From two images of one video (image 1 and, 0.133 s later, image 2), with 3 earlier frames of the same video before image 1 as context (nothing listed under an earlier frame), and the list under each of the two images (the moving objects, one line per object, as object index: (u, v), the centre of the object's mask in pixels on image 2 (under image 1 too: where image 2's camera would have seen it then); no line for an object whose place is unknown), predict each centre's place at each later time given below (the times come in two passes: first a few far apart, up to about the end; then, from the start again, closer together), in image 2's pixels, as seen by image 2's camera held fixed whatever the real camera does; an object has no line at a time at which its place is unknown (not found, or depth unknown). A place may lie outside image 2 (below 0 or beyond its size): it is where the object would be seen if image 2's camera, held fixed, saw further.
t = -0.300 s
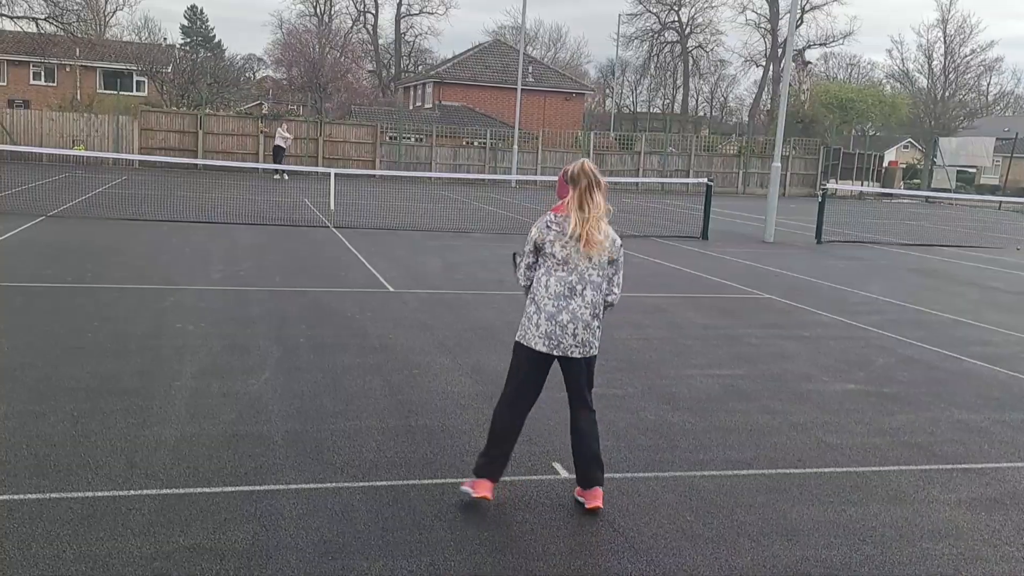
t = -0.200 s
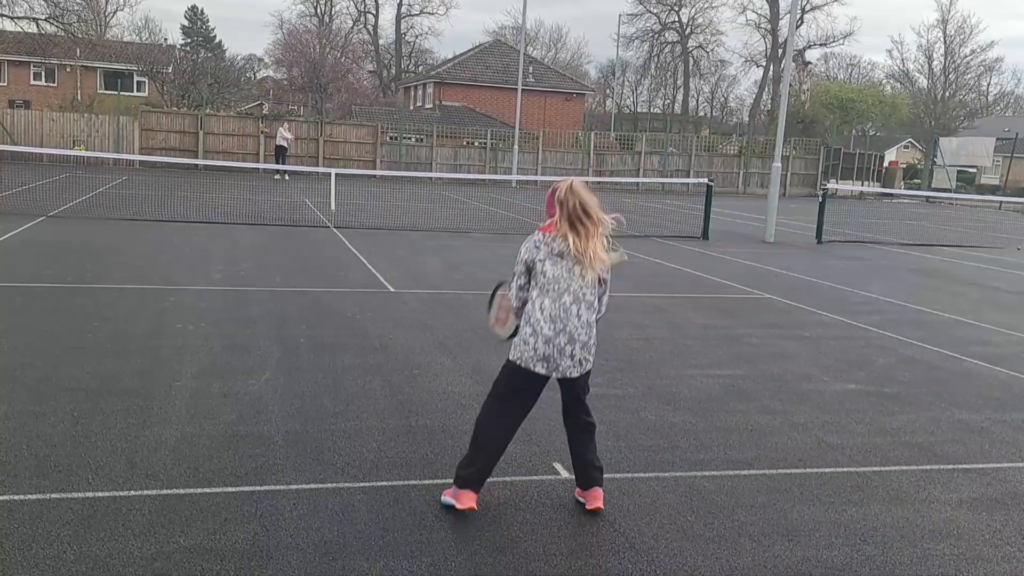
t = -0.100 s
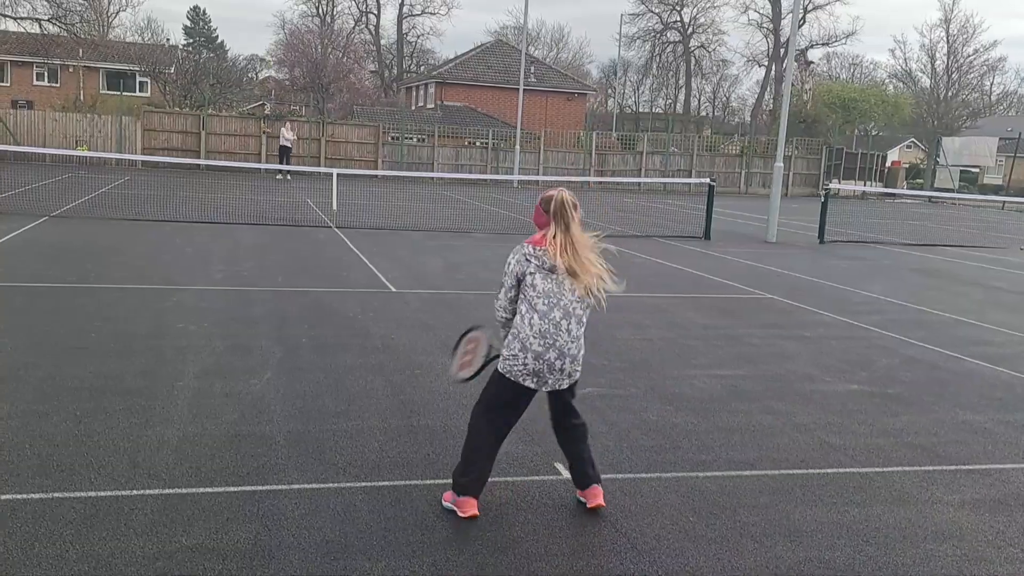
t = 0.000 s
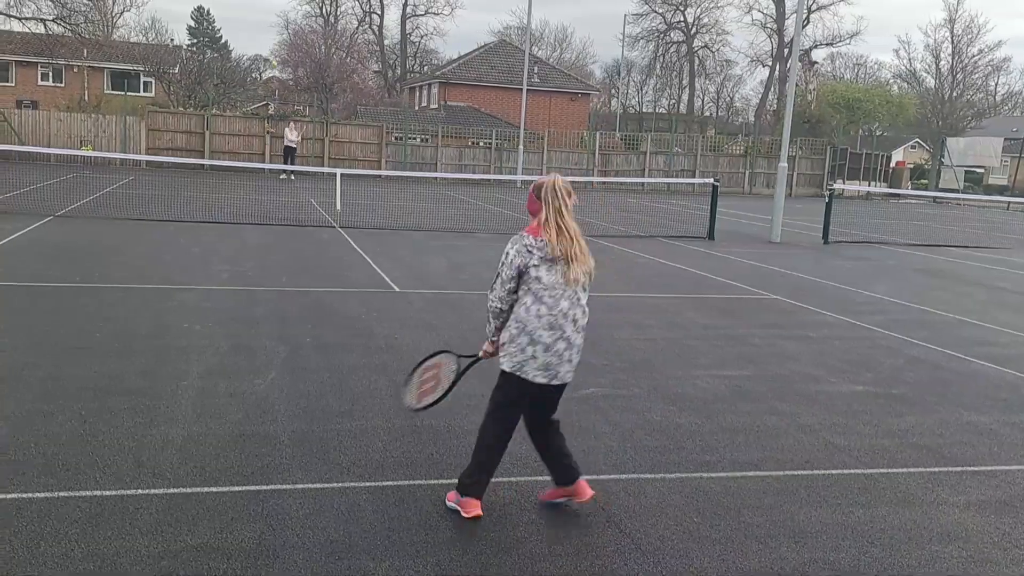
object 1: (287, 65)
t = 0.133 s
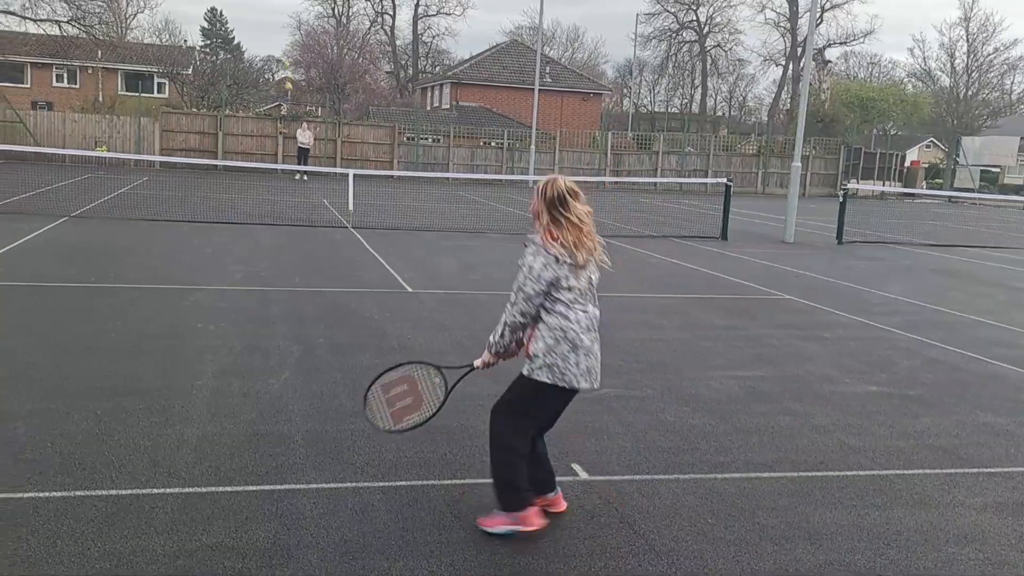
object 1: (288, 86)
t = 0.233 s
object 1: (290, 118)
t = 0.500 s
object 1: (284, 341)
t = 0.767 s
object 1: (296, 237)
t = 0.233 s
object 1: (290, 118)
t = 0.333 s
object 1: (290, 174)
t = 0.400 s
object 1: (290, 224)
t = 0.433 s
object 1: (288, 256)
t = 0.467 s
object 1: (288, 295)
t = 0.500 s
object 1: (284, 341)
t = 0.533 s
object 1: (280, 371)
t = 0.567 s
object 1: (282, 350)
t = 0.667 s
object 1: (287, 291)
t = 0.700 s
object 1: (289, 272)
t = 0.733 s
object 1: (292, 254)
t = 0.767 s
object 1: (296, 237)
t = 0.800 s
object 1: (300, 220)
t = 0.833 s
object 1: (305, 206)
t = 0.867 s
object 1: (309, 193)
